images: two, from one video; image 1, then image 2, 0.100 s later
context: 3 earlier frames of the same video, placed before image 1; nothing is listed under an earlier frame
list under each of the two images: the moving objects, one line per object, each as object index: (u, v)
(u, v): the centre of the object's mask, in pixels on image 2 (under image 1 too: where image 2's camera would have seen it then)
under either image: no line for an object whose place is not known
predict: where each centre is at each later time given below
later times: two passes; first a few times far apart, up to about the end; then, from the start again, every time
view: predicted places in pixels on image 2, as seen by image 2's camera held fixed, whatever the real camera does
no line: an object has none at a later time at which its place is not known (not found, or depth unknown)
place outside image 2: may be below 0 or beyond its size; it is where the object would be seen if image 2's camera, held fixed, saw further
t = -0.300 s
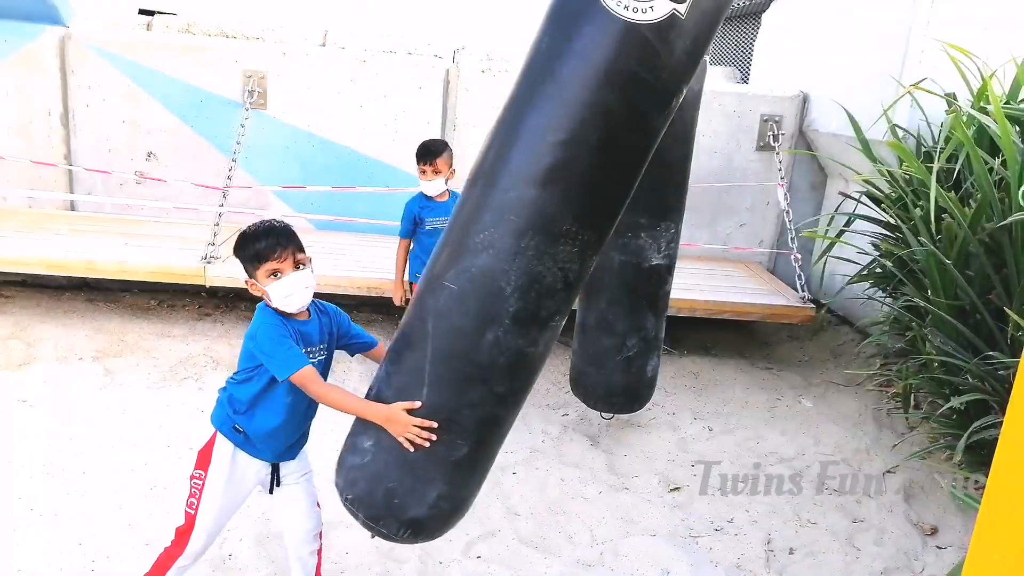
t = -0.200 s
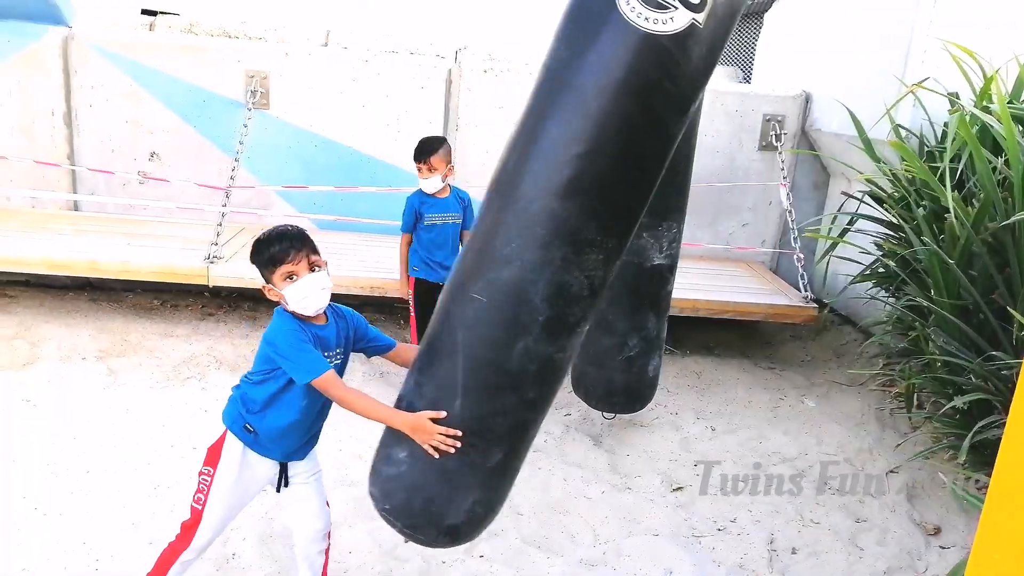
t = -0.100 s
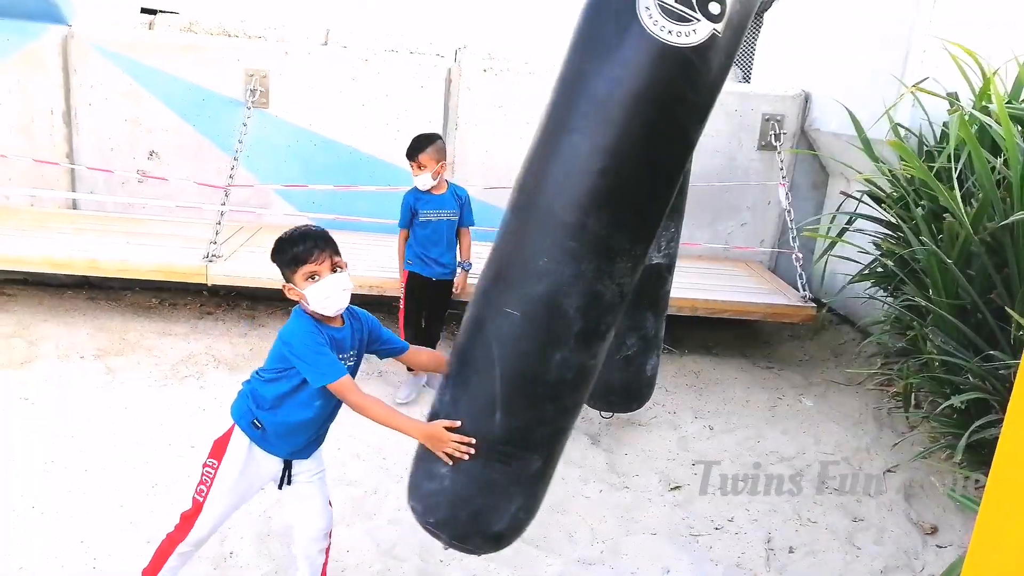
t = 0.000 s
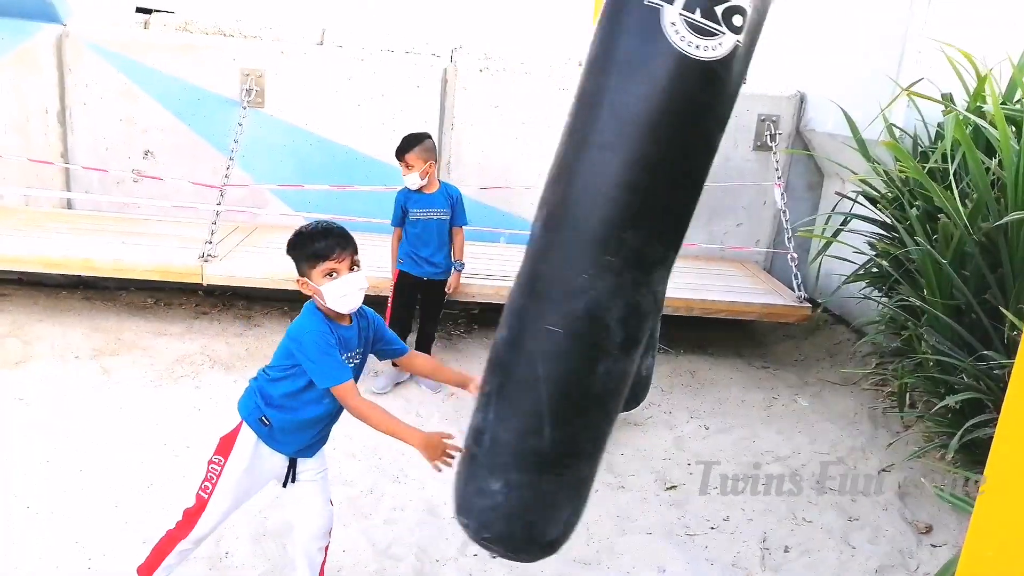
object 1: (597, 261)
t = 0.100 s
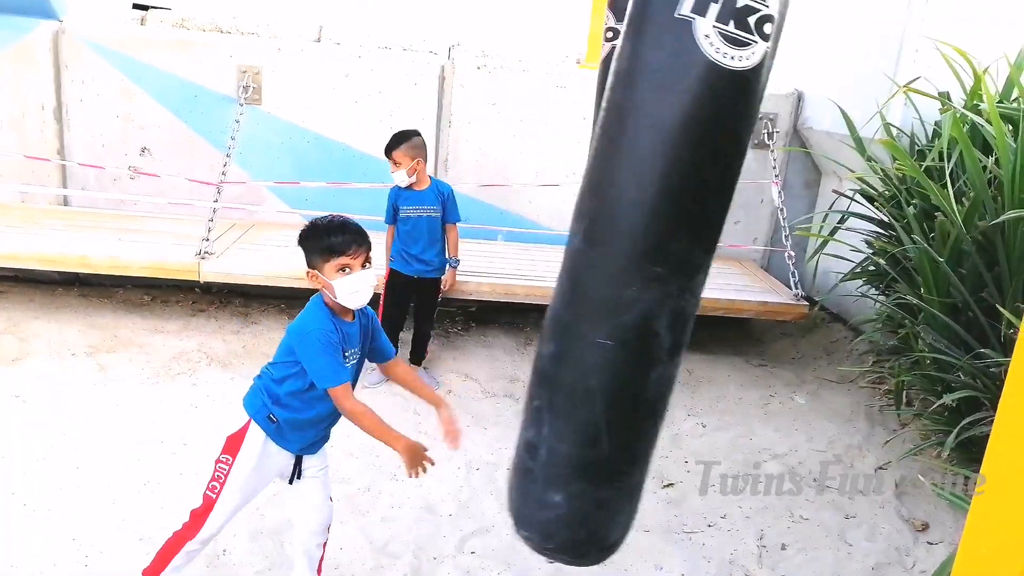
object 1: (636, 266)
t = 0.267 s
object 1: (716, 270)
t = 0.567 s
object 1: (846, 265)
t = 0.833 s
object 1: (914, 240)
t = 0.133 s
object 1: (650, 266)
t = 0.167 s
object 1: (665, 268)
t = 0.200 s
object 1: (682, 269)
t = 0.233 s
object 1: (700, 268)
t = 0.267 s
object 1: (716, 270)
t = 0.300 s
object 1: (733, 270)
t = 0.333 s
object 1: (748, 270)
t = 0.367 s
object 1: (763, 270)
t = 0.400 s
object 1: (778, 269)
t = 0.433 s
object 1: (793, 269)
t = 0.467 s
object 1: (807, 267)
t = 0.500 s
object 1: (821, 267)
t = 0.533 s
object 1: (833, 265)
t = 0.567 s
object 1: (846, 265)
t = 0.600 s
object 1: (858, 262)
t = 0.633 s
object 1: (869, 258)
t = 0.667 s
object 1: (880, 257)
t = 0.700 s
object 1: (889, 254)
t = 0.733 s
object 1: (897, 251)
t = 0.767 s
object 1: (905, 248)
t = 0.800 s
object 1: (910, 243)
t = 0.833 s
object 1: (914, 240)
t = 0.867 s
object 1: (918, 237)
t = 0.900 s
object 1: (920, 236)
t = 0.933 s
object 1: (922, 235)
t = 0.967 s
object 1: (923, 235)
